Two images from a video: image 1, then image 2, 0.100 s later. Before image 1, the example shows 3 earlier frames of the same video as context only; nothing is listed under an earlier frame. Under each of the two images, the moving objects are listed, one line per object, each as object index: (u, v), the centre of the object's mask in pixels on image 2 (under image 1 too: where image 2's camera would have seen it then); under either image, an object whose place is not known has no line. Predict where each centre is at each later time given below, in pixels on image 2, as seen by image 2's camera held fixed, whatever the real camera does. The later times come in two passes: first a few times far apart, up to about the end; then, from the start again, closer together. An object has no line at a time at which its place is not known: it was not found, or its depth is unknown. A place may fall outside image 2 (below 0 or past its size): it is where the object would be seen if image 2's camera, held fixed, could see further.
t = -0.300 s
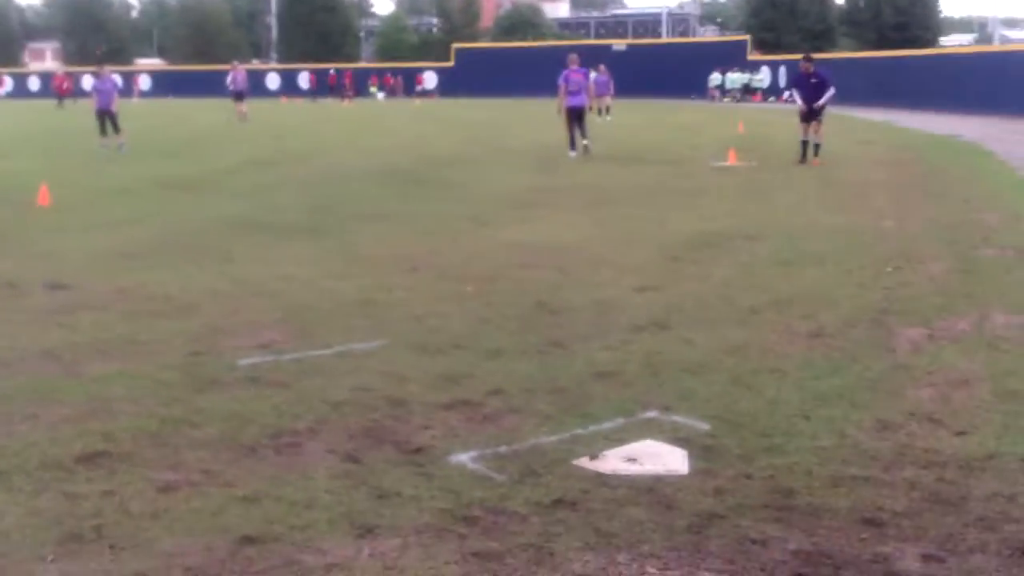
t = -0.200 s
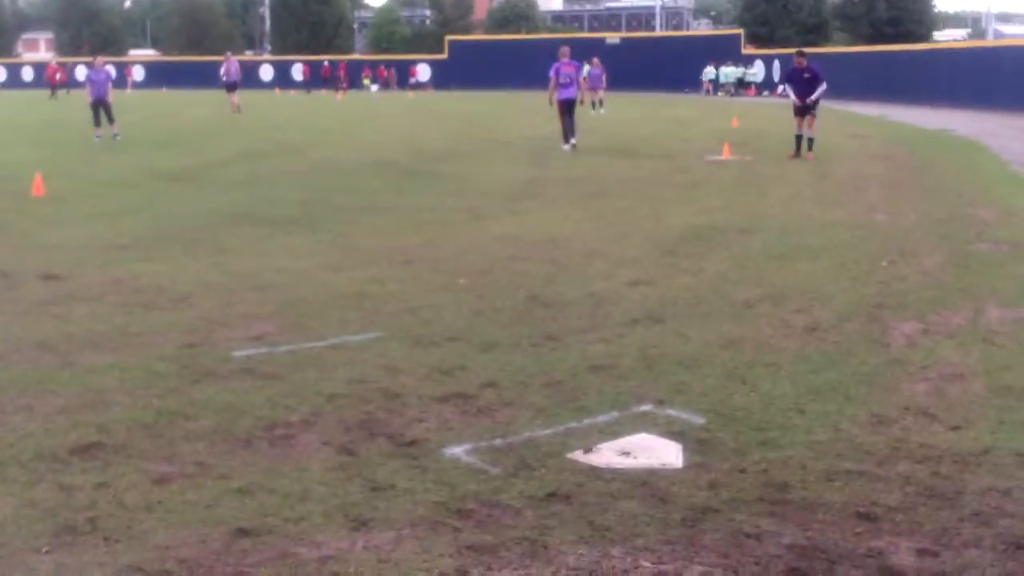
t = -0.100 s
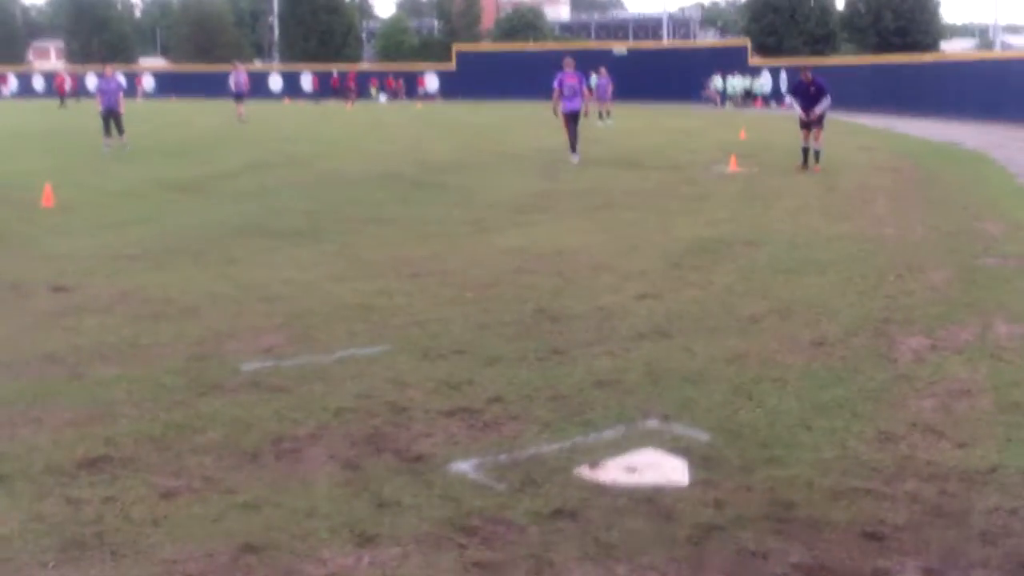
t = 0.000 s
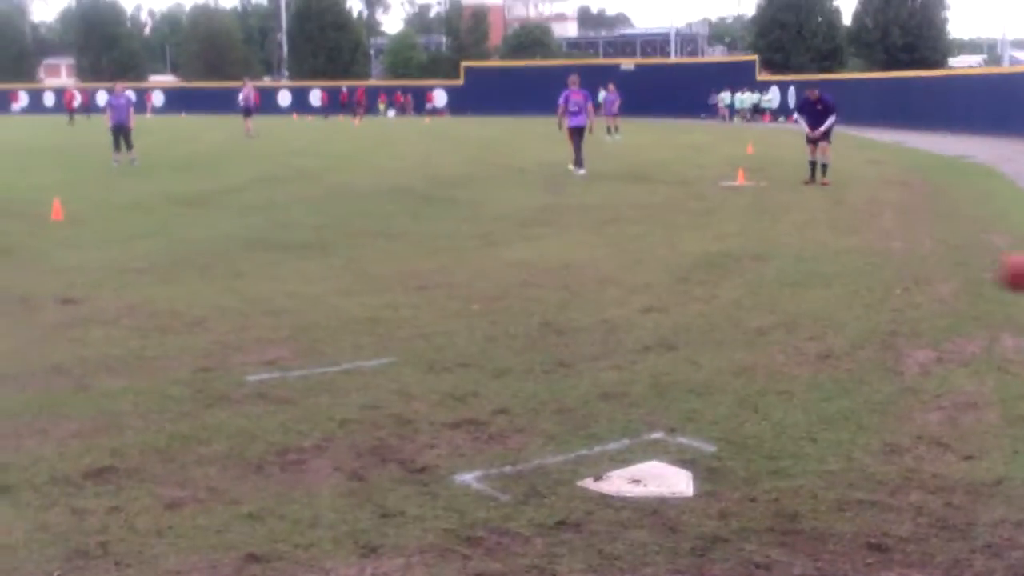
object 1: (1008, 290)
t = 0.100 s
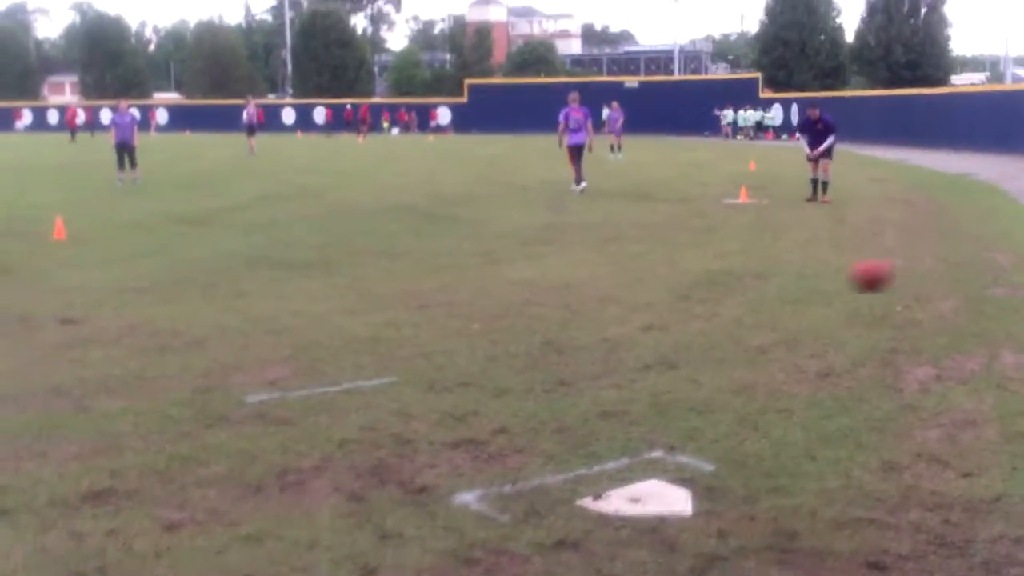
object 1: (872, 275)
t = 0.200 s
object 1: (748, 275)
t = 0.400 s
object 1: (592, 245)
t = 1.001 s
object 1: (336, 236)
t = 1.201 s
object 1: (279, 221)
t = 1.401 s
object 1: (229, 215)
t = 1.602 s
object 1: (185, 217)
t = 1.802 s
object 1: (146, 206)
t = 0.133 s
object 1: (829, 275)
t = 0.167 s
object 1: (788, 274)
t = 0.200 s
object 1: (748, 275)
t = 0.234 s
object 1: (712, 279)
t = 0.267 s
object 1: (681, 279)
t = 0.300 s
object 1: (656, 268)
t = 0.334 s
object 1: (635, 258)
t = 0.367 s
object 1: (614, 252)
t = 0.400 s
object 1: (592, 245)
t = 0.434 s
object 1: (573, 241)
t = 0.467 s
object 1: (554, 238)
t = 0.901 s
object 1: (368, 229)
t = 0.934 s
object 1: (358, 231)
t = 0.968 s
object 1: (348, 234)
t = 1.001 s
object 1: (336, 236)
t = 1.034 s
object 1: (326, 234)
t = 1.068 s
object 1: (318, 228)
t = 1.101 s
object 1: (306, 225)
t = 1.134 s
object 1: (297, 223)
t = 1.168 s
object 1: (288, 222)
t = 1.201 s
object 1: (279, 221)
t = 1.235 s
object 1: (270, 222)
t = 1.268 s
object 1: (262, 224)
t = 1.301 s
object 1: (253, 226)
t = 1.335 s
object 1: (245, 224)
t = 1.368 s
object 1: (237, 220)
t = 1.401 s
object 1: (229, 215)
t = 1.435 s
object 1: (221, 213)
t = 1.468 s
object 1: (214, 213)
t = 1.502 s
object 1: (207, 213)
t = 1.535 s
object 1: (198, 213)
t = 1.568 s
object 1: (192, 214)
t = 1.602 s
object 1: (185, 217)
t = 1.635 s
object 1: (178, 215)
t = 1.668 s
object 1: (171, 211)
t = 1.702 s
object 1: (164, 208)
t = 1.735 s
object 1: (158, 206)
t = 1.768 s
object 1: (152, 206)
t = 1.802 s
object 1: (146, 206)
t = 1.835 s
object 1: (139, 207)
